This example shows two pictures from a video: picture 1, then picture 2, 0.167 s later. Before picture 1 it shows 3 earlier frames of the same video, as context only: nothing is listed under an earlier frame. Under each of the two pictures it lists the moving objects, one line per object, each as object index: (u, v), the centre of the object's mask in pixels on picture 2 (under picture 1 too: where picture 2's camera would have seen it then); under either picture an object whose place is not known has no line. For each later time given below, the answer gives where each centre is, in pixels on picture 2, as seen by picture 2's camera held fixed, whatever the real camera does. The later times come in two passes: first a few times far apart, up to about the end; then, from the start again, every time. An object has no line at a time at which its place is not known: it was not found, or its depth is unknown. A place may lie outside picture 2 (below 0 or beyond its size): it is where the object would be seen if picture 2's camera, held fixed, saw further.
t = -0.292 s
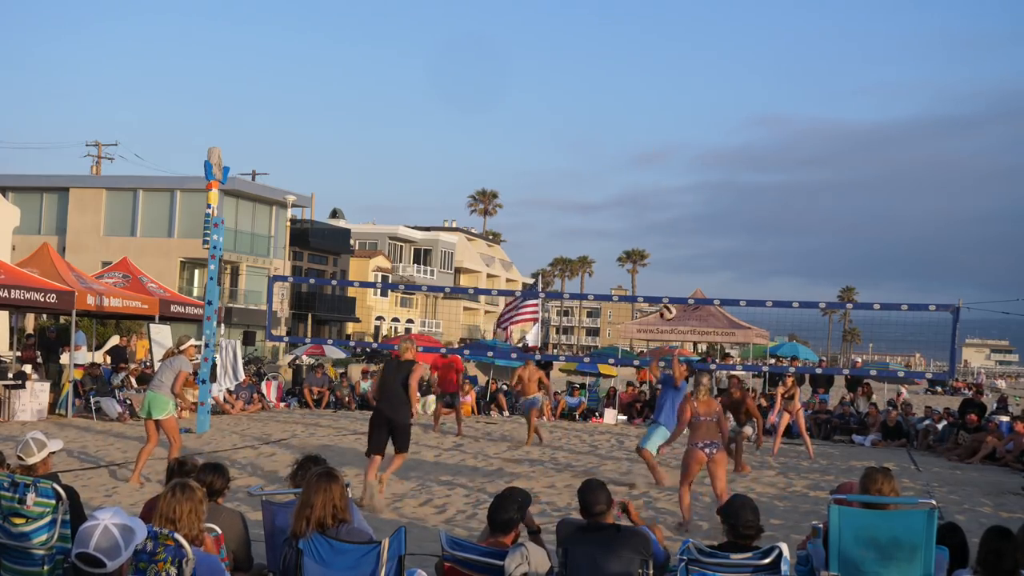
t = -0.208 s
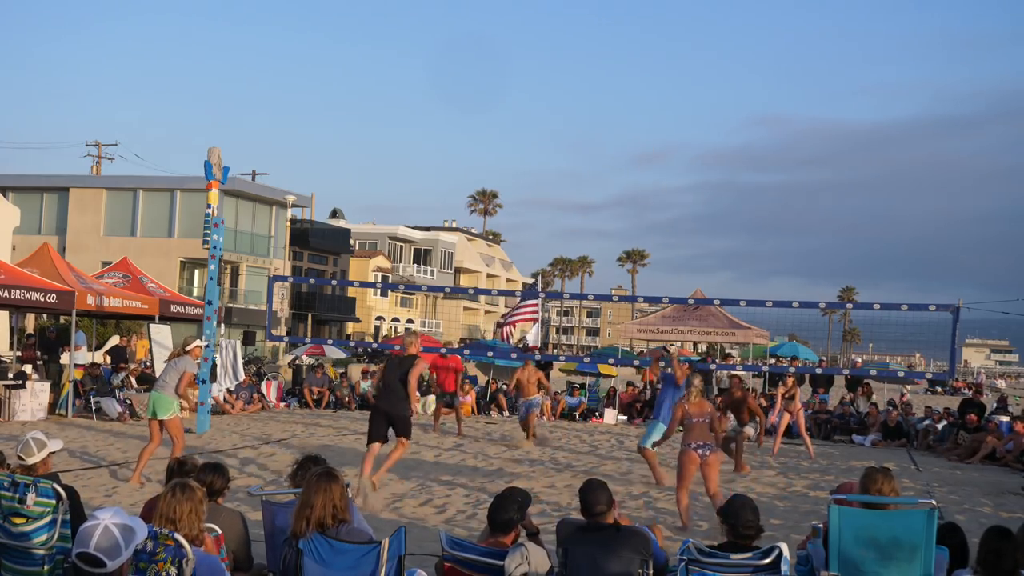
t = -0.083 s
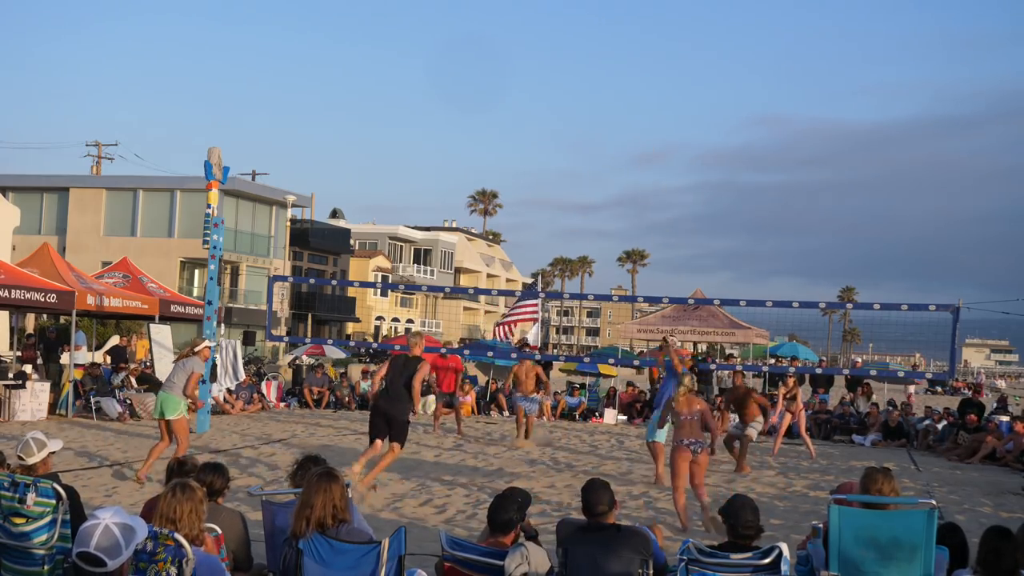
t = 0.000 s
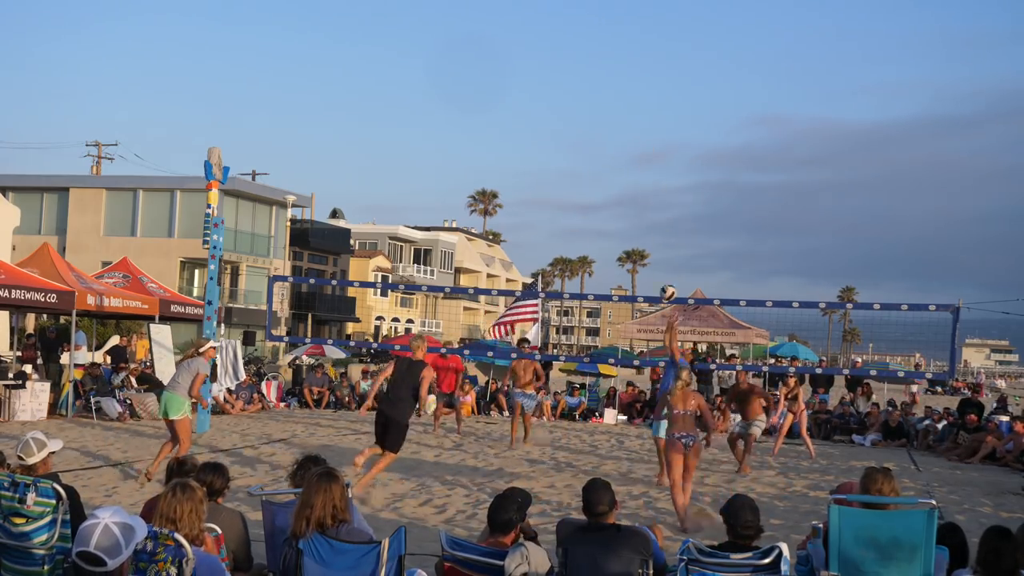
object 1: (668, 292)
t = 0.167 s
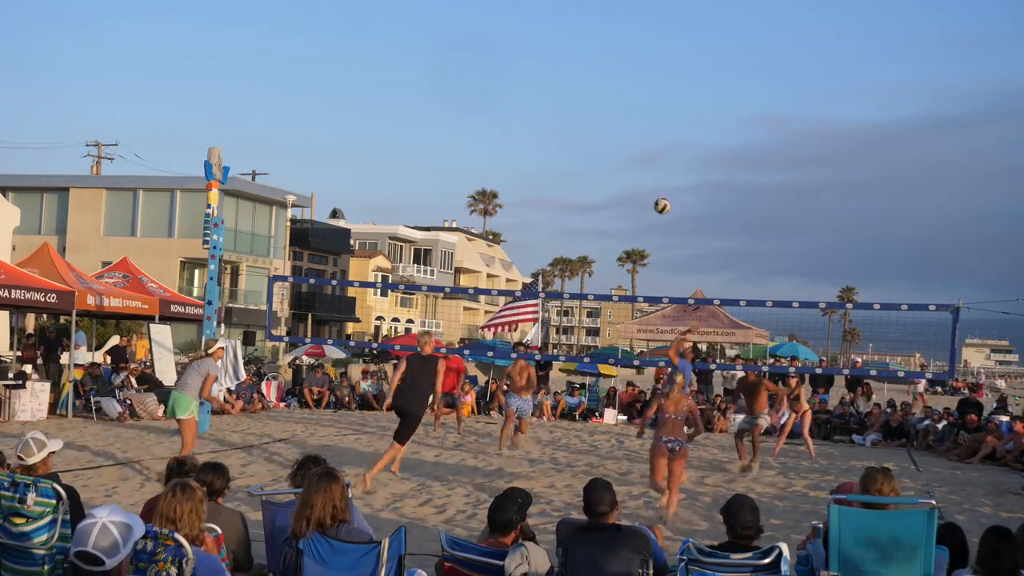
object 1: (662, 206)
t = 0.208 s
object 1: (660, 188)
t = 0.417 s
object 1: (648, 120)
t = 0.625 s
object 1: (634, 86)
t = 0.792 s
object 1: (621, 82)
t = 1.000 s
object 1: (604, 104)
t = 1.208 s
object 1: (584, 156)
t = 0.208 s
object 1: (660, 188)
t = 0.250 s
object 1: (658, 172)
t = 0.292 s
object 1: (655, 156)
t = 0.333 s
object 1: (653, 143)
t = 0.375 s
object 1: (650, 131)
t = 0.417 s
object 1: (648, 120)
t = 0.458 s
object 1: (645, 110)
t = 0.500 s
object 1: (642, 102)
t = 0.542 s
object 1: (640, 96)
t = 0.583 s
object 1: (637, 90)
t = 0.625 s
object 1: (634, 86)
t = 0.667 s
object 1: (631, 83)
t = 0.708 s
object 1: (628, 81)
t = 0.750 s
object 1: (624, 81)
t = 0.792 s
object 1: (621, 82)
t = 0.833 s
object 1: (618, 83)
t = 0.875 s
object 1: (615, 87)
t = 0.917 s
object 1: (611, 91)
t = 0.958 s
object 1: (608, 97)
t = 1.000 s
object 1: (604, 104)
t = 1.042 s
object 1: (600, 112)
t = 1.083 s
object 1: (596, 121)
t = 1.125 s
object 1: (592, 132)
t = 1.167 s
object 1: (588, 144)
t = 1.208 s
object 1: (584, 156)
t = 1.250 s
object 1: (580, 171)
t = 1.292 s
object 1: (576, 185)
